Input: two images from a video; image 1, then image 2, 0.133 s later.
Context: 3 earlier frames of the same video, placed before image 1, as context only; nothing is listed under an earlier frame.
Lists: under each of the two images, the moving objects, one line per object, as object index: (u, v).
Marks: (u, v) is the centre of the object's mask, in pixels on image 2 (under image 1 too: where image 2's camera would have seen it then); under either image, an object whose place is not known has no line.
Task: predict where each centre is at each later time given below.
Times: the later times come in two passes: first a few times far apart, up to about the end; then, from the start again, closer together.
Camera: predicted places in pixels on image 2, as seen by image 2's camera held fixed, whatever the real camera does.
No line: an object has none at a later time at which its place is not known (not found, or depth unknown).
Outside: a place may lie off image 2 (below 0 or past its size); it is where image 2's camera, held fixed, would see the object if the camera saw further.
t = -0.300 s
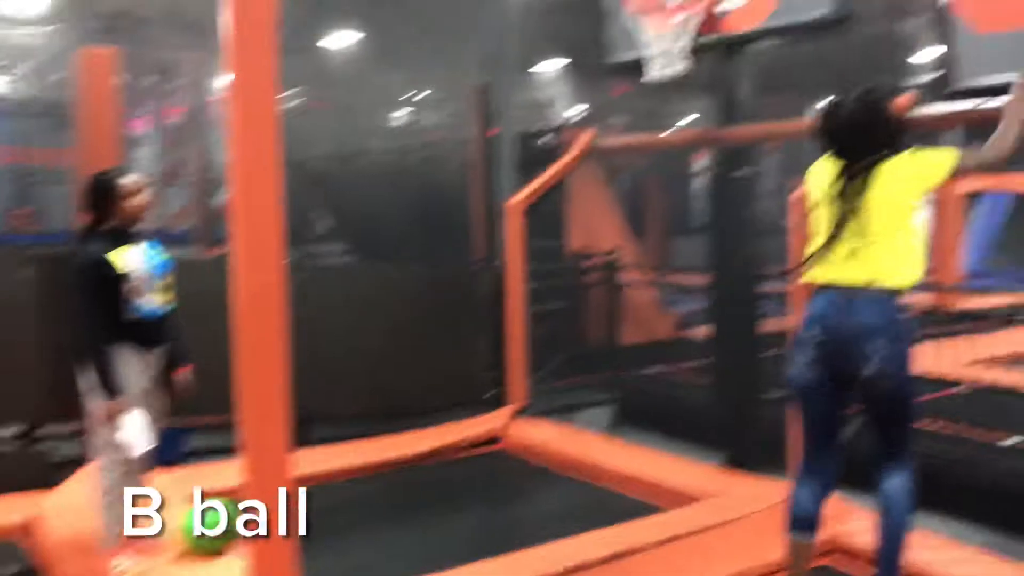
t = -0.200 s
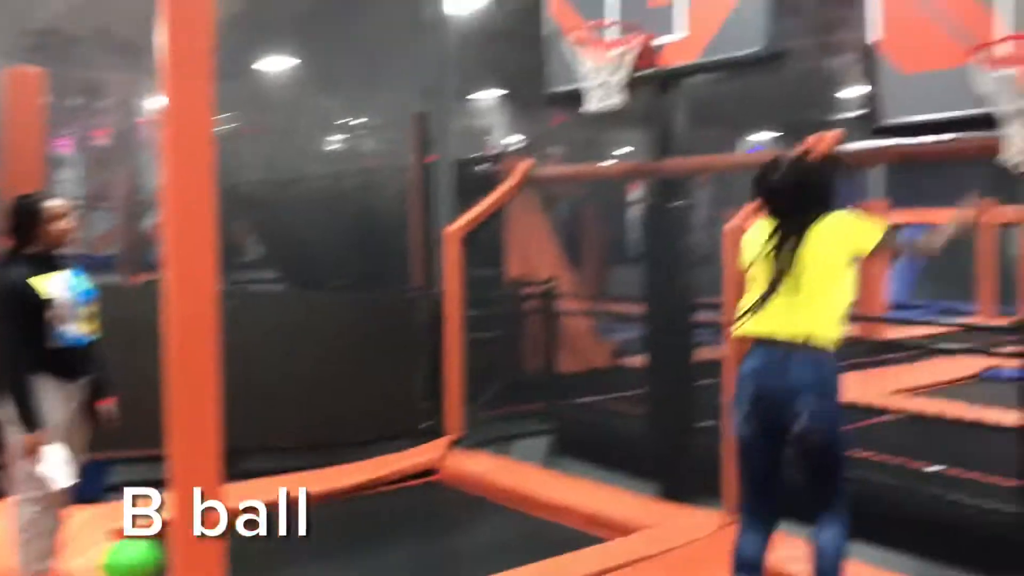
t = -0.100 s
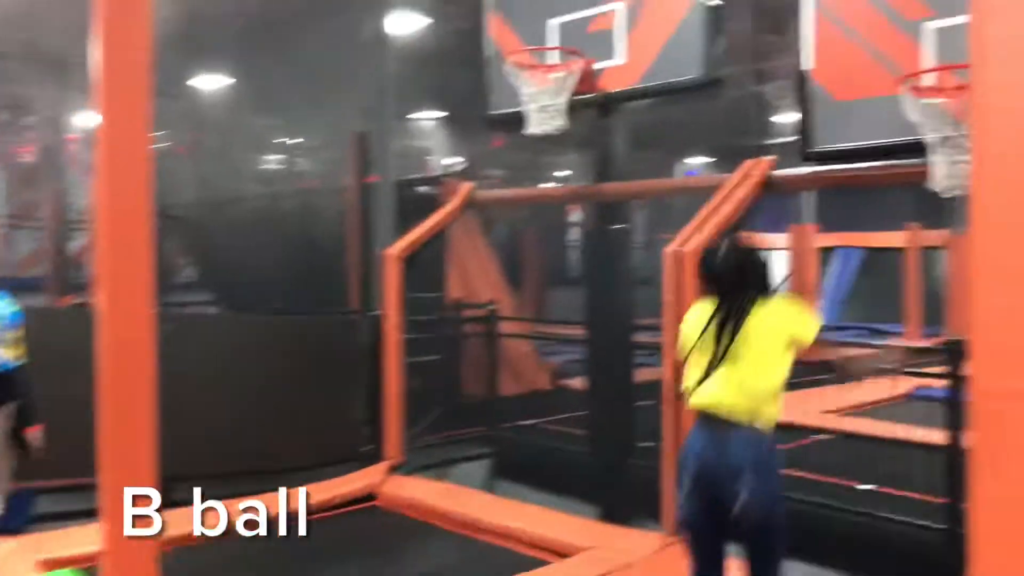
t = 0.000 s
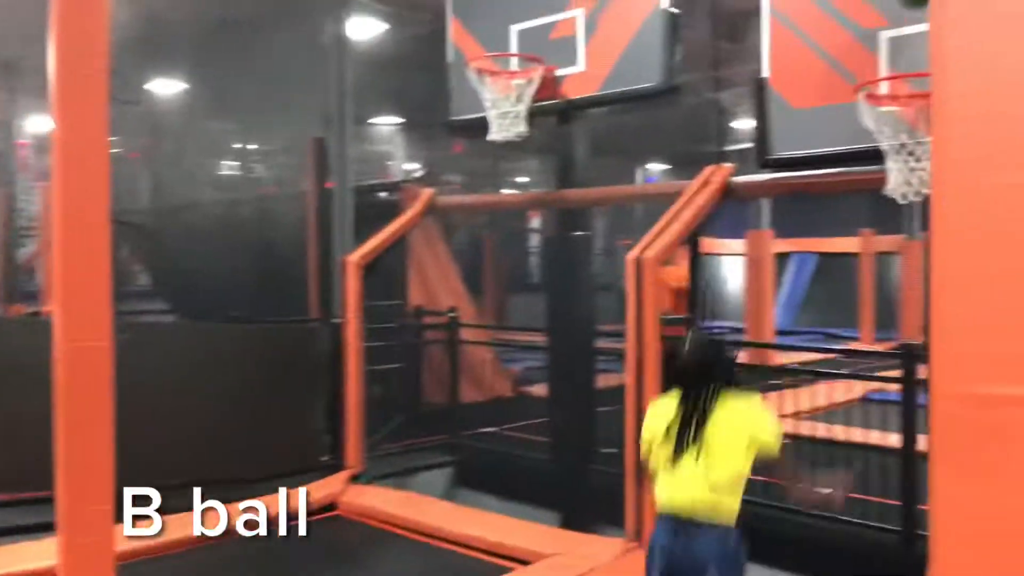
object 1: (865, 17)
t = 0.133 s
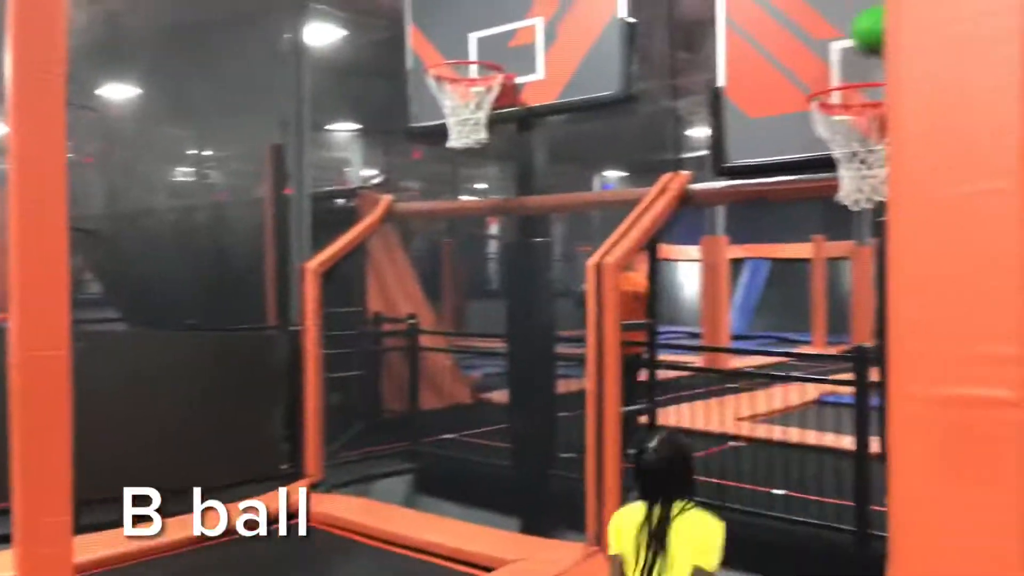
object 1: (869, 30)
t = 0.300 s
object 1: (862, 98)
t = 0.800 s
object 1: (851, 319)
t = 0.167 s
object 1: (868, 39)
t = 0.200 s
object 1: (867, 51)
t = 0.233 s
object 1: (866, 62)
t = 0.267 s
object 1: (865, 81)
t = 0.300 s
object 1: (862, 98)
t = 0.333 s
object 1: (856, 123)
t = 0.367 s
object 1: (852, 143)
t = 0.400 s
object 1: (851, 149)
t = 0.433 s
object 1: (851, 150)
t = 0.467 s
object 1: (850, 152)
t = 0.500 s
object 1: (849, 163)
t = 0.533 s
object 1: (849, 164)
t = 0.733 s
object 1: (851, 263)
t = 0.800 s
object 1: (851, 319)
